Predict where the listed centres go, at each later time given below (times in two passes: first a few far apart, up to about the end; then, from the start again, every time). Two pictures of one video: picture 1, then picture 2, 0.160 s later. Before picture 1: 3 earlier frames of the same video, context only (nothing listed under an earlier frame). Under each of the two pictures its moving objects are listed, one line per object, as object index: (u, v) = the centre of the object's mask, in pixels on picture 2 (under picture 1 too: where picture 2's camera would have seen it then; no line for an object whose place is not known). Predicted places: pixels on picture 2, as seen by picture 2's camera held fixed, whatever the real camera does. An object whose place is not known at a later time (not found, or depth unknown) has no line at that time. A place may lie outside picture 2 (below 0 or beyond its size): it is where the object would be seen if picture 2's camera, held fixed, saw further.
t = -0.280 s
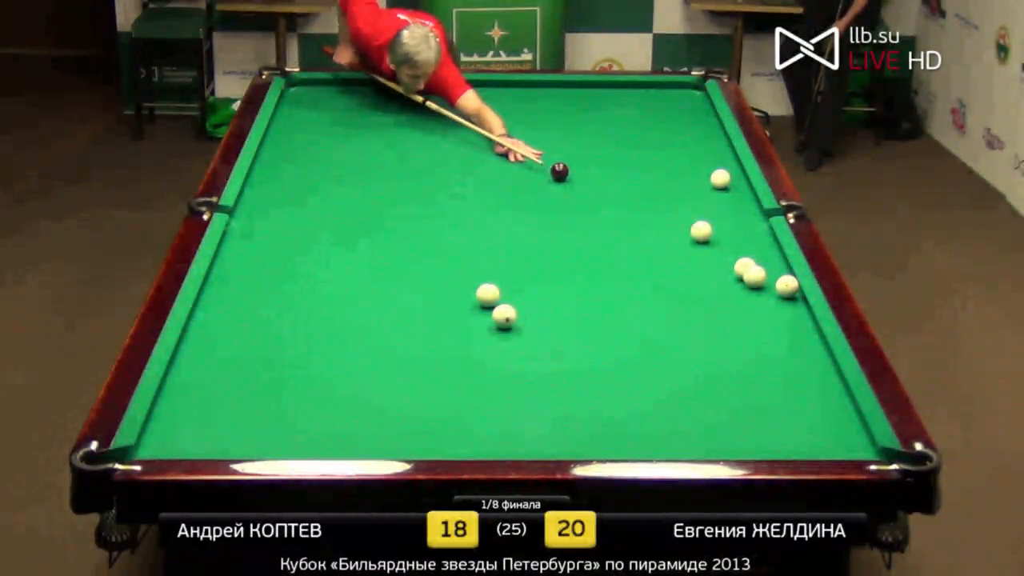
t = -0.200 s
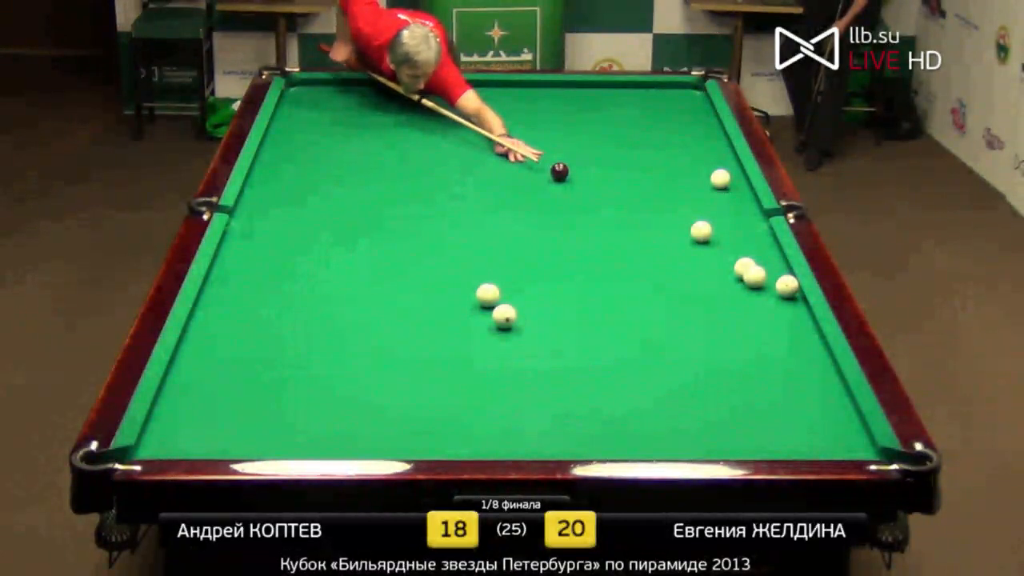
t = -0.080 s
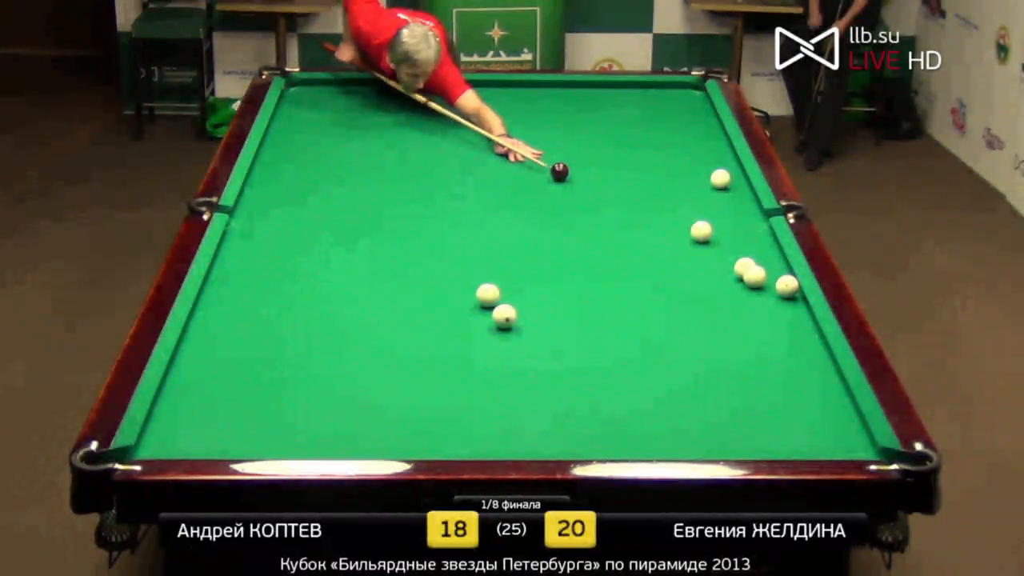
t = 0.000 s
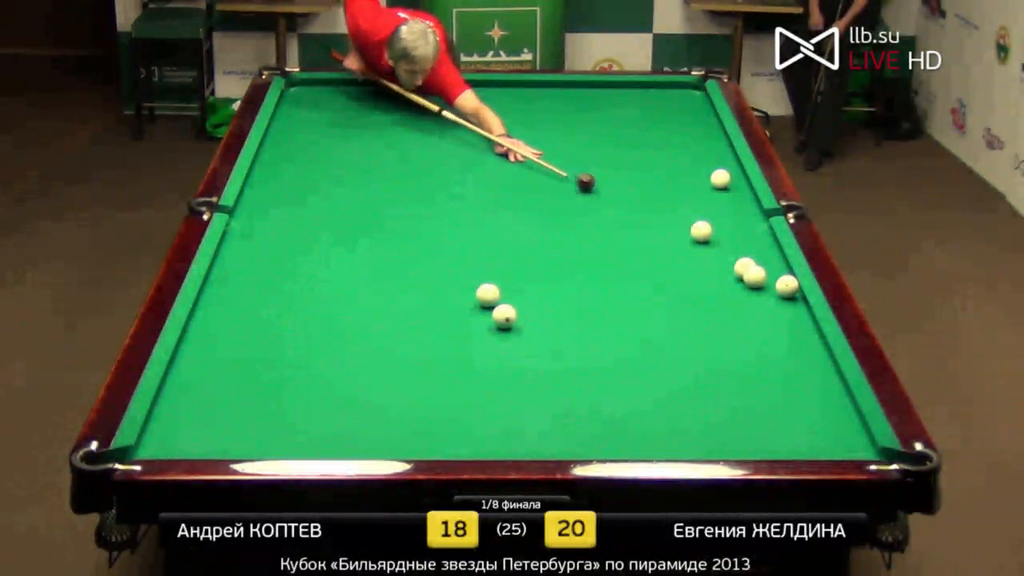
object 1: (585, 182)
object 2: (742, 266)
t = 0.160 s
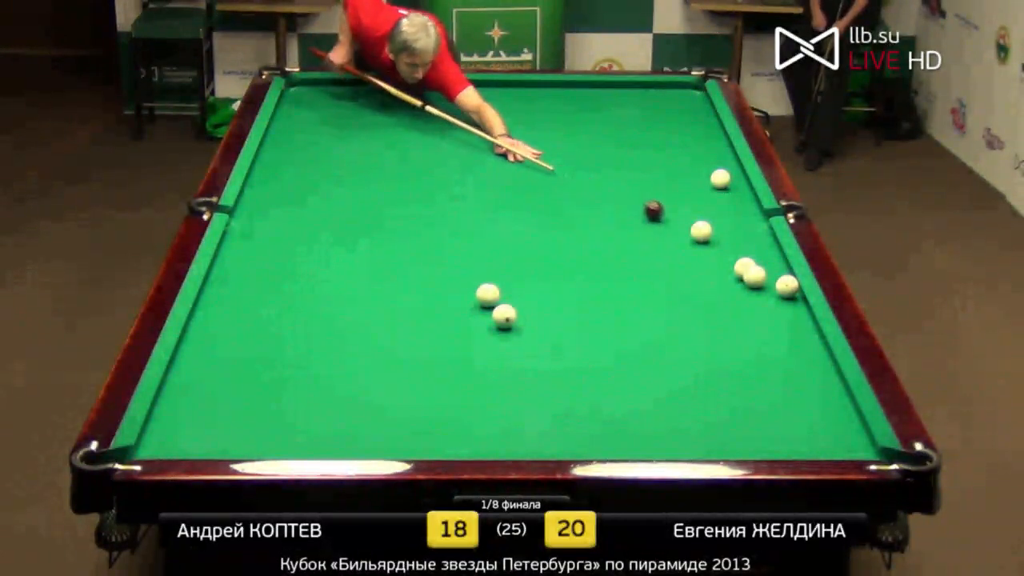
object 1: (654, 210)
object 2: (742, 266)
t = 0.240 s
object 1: (685, 223)
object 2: (742, 266)
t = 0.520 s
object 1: (716, 221)
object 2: (757, 260)
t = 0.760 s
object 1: (736, 217)
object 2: (774, 266)
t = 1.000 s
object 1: (756, 213)
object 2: (758, 269)
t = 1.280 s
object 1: (747, 214)
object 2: (739, 274)
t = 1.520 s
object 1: (738, 214)
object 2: (726, 277)
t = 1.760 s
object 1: (729, 214)
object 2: (719, 279)
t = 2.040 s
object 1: (721, 214)
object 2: (710, 281)
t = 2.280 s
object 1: (715, 214)
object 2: (704, 283)
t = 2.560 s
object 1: (709, 214)
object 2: (698, 285)
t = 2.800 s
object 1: (706, 213)
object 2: (693, 286)
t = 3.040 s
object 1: (703, 214)
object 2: (689, 287)
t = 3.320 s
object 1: (701, 214)
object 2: (686, 287)
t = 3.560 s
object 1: (700, 213)
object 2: (685, 287)
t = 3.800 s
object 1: (700, 213)
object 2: (685, 287)
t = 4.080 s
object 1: (700, 213)
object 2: (685, 287)
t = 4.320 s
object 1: (700, 213)
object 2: (685, 287)
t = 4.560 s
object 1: (700, 213)
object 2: (685, 287)
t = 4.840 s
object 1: (700, 213)
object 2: (685, 287)
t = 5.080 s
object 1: (700, 213)
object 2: (684, 287)
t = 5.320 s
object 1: (700, 213)
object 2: (685, 287)
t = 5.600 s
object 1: (700, 213)
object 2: (685, 287)
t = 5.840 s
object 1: (700, 213)
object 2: (685, 287)
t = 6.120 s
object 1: (700, 213)
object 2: (685, 287)
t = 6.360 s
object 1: (700, 213)
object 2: (684, 287)
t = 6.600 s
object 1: (700, 213)
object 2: (684, 287)
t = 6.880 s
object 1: (700, 213)
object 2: (685, 287)
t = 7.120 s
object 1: (700, 213)
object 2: (684, 287)
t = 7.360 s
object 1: (700, 213)
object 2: (685, 286)
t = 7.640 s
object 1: (700, 213)
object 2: (684, 287)
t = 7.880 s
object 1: (700, 213)
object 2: (685, 287)
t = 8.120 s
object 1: (700, 213)
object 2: (685, 287)
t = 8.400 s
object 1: (700, 213)
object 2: (684, 287)
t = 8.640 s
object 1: (700, 213)
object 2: (685, 287)
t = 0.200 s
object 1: (670, 217)
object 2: (742, 266)
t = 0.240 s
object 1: (685, 223)
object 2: (742, 266)
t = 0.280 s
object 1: (693, 224)
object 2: (742, 266)
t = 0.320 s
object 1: (698, 224)
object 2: (742, 266)
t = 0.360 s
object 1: (702, 223)
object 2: (742, 265)
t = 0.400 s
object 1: (705, 223)
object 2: (742, 265)
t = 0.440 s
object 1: (709, 222)
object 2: (741, 269)
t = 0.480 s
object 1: (713, 222)
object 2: (753, 258)
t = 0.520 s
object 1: (716, 221)
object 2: (757, 260)
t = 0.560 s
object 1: (719, 220)
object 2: (762, 262)
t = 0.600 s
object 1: (723, 220)
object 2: (768, 263)
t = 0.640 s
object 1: (726, 219)
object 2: (773, 264)
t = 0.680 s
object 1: (729, 218)
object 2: (779, 264)
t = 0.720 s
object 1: (733, 218)
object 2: (777, 265)
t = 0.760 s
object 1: (736, 217)
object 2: (774, 266)
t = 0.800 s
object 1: (739, 216)
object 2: (771, 267)
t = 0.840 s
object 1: (742, 216)
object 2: (769, 267)
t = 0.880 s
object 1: (746, 215)
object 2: (766, 268)
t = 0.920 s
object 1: (749, 215)
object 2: (763, 269)
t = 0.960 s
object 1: (752, 214)
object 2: (760, 269)
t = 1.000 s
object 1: (756, 213)
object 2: (758, 269)
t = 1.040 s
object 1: (758, 214)
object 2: (755, 270)
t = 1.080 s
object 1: (756, 213)
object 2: (752, 271)
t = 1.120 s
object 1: (754, 213)
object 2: (750, 271)
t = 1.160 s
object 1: (752, 213)
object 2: (747, 272)
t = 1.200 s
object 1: (751, 213)
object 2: (744, 273)
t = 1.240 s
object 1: (749, 214)
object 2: (742, 273)
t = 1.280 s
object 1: (747, 214)
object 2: (739, 274)
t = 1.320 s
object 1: (745, 214)
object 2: (737, 274)
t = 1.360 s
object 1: (744, 214)
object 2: (734, 275)
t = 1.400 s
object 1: (742, 214)
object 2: (731, 275)
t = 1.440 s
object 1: (740, 214)
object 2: (729, 276)
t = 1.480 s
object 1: (739, 214)
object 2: (727, 276)
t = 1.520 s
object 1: (738, 214)
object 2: (726, 277)
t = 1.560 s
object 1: (736, 214)
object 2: (724, 277)
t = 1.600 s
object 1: (735, 214)
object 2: (723, 278)
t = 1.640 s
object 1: (733, 214)
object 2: (722, 278)
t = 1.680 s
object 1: (732, 214)
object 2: (721, 279)
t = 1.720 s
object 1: (731, 214)
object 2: (720, 279)
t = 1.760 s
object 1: (729, 214)
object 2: (719, 279)
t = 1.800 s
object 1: (728, 214)
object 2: (717, 279)
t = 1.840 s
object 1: (727, 214)
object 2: (716, 280)
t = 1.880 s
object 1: (726, 214)
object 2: (715, 280)
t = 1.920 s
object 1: (725, 214)
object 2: (714, 280)
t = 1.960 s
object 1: (723, 214)
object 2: (713, 281)
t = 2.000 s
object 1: (722, 214)
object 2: (711, 281)
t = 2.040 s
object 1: (721, 214)
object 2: (710, 281)
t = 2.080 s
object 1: (720, 214)
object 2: (709, 282)
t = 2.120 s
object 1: (719, 214)
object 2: (708, 282)
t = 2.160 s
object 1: (718, 214)
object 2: (707, 282)
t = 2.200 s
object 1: (717, 214)
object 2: (706, 282)
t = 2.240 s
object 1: (716, 214)
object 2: (705, 283)
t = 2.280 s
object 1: (715, 214)
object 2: (704, 283)
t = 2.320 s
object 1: (714, 214)
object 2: (703, 283)
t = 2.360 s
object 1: (713, 214)
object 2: (702, 283)
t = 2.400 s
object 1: (713, 214)
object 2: (701, 284)
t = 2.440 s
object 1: (712, 214)
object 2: (700, 284)
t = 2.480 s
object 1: (711, 214)
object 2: (699, 284)
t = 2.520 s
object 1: (710, 214)
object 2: (698, 284)
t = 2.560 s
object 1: (709, 214)
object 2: (698, 285)
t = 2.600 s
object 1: (709, 214)
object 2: (697, 285)
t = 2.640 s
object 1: (708, 214)
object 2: (696, 285)
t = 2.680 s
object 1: (707, 214)
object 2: (695, 285)
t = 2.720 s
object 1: (707, 214)
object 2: (694, 285)
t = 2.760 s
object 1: (706, 214)
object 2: (694, 286)
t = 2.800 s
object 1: (706, 213)
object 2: (693, 286)
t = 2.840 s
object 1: (705, 214)
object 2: (692, 286)
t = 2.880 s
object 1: (704, 214)
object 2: (692, 286)
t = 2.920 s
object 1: (704, 213)
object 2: (691, 286)
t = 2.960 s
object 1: (704, 214)
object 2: (690, 286)
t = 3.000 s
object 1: (703, 213)
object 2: (690, 286)
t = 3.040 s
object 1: (703, 214)
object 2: (689, 287)
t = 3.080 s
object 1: (702, 213)
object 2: (689, 287)
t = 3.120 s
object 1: (702, 213)
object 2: (688, 287)
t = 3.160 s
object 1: (702, 213)
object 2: (688, 287)
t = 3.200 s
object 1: (701, 213)
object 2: (687, 287)
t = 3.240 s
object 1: (701, 214)
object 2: (687, 287)
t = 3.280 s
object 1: (701, 213)
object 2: (687, 287)
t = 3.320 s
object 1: (701, 214)
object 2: (686, 287)
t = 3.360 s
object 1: (700, 213)
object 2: (686, 287)
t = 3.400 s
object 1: (700, 214)
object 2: (686, 287)
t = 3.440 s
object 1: (700, 213)
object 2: (685, 287)
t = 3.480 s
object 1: (700, 213)
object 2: (685, 287)
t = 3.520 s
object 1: (700, 213)
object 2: (685, 287)
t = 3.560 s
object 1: (700, 213)
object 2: (685, 287)
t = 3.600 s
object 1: (700, 213)
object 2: (684, 287)
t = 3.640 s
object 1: (700, 213)
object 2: (685, 287)
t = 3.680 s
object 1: (700, 213)
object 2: (684, 287)
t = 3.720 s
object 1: (700, 213)
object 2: (684, 287)
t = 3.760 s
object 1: (700, 213)
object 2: (684, 287)
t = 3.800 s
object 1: (700, 213)
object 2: (685, 287)
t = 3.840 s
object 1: (700, 213)
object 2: (685, 287)
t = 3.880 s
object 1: (700, 213)
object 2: (685, 287)
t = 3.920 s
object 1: (700, 213)
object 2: (685, 287)
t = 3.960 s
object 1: (700, 213)
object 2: (685, 287)
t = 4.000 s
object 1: (700, 213)
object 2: (685, 287)
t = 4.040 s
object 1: (700, 213)
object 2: (685, 287)
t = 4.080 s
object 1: (700, 213)
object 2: (685, 287)
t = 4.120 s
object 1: (700, 213)
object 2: (685, 287)
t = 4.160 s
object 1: (700, 213)
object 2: (685, 287)
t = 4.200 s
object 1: (700, 213)
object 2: (685, 287)
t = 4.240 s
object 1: (700, 213)
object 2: (685, 287)
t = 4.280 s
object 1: (700, 213)
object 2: (684, 287)
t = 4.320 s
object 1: (700, 213)
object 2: (685, 287)
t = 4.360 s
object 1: (700, 213)
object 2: (685, 287)
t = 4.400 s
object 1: (700, 213)
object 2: (685, 287)
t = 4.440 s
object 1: (700, 213)
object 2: (685, 287)
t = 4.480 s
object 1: (700, 213)
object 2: (685, 287)
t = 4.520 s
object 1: (700, 213)
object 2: (685, 287)
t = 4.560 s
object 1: (700, 213)
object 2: (685, 287)
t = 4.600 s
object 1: (700, 213)
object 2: (685, 287)
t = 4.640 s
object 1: (700, 213)
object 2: (685, 287)
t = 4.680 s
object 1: (700, 213)
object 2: (685, 287)
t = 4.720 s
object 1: (700, 213)
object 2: (685, 287)
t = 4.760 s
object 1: (700, 213)
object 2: (685, 287)
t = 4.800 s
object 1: (700, 213)
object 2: (685, 287)
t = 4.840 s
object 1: (700, 213)
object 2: (685, 287)
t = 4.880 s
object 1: (700, 213)
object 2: (685, 287)
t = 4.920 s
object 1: (700, 213)
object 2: (684, 287)
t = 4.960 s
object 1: (700, 213)
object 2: (685, 287)
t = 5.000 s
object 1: (700, 213)
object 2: (685, 287)
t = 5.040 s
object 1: (700, 213)
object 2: (685, 287)
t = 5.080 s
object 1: (700, 213)
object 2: (684, 287)
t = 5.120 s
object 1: (700, 213)
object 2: (685, 287)
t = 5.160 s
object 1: (700, 213)
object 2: (685, 287)
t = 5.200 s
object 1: (700, 213)
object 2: (685, 287)
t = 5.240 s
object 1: (700, 213)
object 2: (685, 287)
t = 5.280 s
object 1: (700, 213)
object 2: (685, 287)
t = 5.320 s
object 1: (700, 213)
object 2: (685, 287)
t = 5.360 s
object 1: (700, 213)
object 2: (685, 287)
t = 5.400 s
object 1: (700, 213)
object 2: (685, 287)
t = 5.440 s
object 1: (700, 213)
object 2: (685, 287)
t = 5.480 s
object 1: (700, 213)
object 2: (685, 287)
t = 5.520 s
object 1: (700, 213)
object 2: (684, 287)
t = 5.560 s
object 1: (700, 213)
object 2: (684, 287)
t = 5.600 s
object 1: (700, 213)
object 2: (685, 287)
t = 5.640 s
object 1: (700, 213)
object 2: (685, 287)
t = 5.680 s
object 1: (700, 214)
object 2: (685, 287)
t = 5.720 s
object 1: (700, 213)
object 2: (685, 287)
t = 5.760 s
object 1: (700, 213)
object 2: (685, 287)
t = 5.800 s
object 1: (700, 213)
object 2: (684, 287)
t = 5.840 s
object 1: (700, 213)
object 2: (685, 287)
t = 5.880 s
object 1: (700, 213)
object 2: (685, 287)
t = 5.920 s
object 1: (700, 213)
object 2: (685, 287)
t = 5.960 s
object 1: (700, 213)
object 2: (685, 287)
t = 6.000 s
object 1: (700, 213)
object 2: (685, 287)
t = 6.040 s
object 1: (700, 213)
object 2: (685, 287)
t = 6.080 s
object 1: (700, 213)
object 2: (685, 287)
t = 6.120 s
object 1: (700, 213)
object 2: (685, 287)
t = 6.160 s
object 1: (700, 213)
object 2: (685, 287)
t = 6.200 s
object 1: (700, 213)
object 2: (685, 287)
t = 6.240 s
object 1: (700, 213)
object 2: (685, 287)
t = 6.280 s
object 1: (700, 213)
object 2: (685, 287)
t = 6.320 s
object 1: (700, 213)
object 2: (685, 287)
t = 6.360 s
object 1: (700, 213)
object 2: (684, 287)
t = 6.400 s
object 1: (700, 213)
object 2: (685, 287)
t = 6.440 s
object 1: (700, 213)
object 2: (684, 287)
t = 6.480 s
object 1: (700, 213)
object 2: (685, 287)
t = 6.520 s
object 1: (700, 213)
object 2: (684, 287)
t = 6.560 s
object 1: (700, 213)
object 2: (685, 287)
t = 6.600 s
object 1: (700, 213)
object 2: (684, 287)
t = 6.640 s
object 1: (700, 213)
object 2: (685, 287)
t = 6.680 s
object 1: (700, 213)
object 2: (685, 287)
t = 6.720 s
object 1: (700, 213)
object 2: (685, 287)
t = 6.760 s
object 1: (700, 213)
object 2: (684, 287)
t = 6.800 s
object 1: (700, 213)
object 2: (685, 287)
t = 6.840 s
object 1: (700, 213)
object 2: (685, 287)
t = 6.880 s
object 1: (700, 213)
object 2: (685, 287)
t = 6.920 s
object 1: (700, 213)
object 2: (685, 287)
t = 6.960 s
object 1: (700, 213)
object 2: (684, 287)
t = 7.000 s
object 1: (700, 213)
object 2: (685, 287)
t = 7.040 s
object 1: (700, 213)
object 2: (685, 287)
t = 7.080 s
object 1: (700, 213)
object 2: (684, 287)
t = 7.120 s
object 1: (700, 213)
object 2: (684, 287)
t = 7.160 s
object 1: (700, 213)
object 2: (685, 287)
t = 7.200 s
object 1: (700, 213)
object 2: (685, 287)
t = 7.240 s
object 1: (700, 213)
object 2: (685, 287)
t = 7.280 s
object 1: (700, 213)
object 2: (684, 287)
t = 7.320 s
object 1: (700, 213)
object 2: (685, 287)
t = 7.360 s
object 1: (700, 213)
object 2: (685, 286)
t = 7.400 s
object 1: (700, 213)
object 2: (685, 287)
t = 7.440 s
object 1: (700, 213)
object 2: (685, 287)
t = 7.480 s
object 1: (700, 213)
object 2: (684, 287)
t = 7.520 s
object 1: (700, 213)
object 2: (685, 287)
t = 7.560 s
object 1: (700, 213)
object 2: (685, 287)
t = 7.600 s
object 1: (700, 213)
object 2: (685, 287)
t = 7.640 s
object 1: (700, 213)
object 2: (684, 287)
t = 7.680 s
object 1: (700, 213)
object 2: (685, 287)
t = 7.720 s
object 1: (700, 213)
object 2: (684, 287)
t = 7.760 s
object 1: (700, 213)
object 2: (685, 287)
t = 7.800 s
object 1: (700, 213)
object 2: (684, 287)
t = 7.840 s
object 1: (700, 213)
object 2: (685, 287)
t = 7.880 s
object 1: (700, 213)
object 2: (685, 287)
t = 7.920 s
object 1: (700, 213)
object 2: (684, 287)
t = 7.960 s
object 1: (700, 213)
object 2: (685, 287)
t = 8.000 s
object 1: (700, 213)
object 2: (684, 287)
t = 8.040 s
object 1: (700, 213)
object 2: (684, 287)
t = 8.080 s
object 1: (700, 213)
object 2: (684, 287)
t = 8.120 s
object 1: (700, 213)
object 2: (685, 287)
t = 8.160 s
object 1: (700, 213)
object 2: (684, 287)
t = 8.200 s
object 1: (700, 213)
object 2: (685, 287)
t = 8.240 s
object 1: (700, 213)
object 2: (685, 287)
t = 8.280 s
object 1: (700, 213)
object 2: (684, 287)
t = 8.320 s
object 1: (700, 213)
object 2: (684, 287)
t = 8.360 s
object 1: (700, 213)
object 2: (685, 287)
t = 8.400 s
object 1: (700, 213)
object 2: (684, 287)
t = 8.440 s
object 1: (700, 213)
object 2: (685, 287)
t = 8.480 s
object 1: (700, 213)
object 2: (685, 287)
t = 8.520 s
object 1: (700, 213)
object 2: (684, 287)
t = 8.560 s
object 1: (700, 213)
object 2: (685, 287)
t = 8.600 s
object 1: (700, 213)
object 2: (685, 287)
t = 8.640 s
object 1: (700, 213)
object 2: (685, 287)
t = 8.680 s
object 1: (700, 213)
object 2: (685, 287)
